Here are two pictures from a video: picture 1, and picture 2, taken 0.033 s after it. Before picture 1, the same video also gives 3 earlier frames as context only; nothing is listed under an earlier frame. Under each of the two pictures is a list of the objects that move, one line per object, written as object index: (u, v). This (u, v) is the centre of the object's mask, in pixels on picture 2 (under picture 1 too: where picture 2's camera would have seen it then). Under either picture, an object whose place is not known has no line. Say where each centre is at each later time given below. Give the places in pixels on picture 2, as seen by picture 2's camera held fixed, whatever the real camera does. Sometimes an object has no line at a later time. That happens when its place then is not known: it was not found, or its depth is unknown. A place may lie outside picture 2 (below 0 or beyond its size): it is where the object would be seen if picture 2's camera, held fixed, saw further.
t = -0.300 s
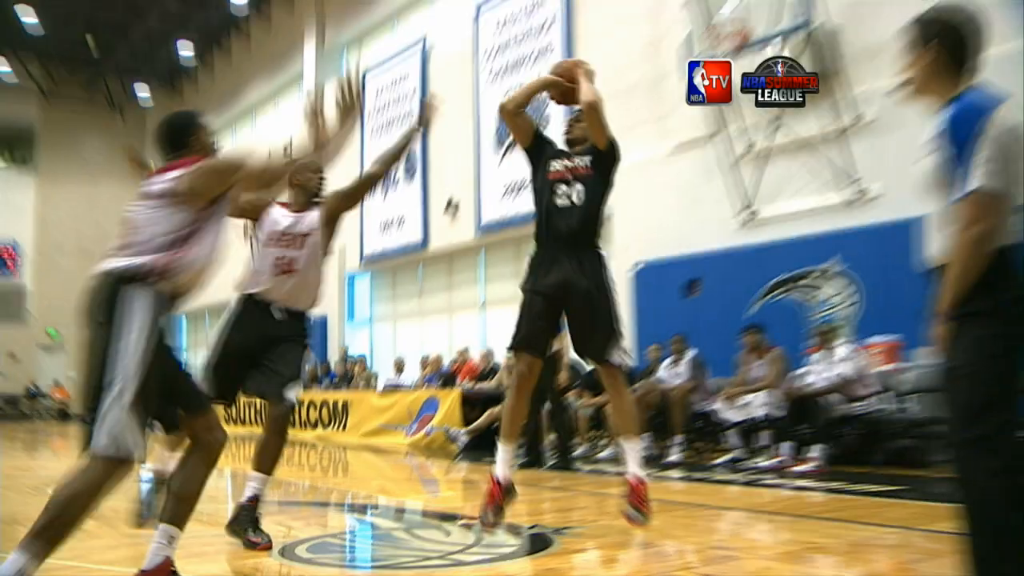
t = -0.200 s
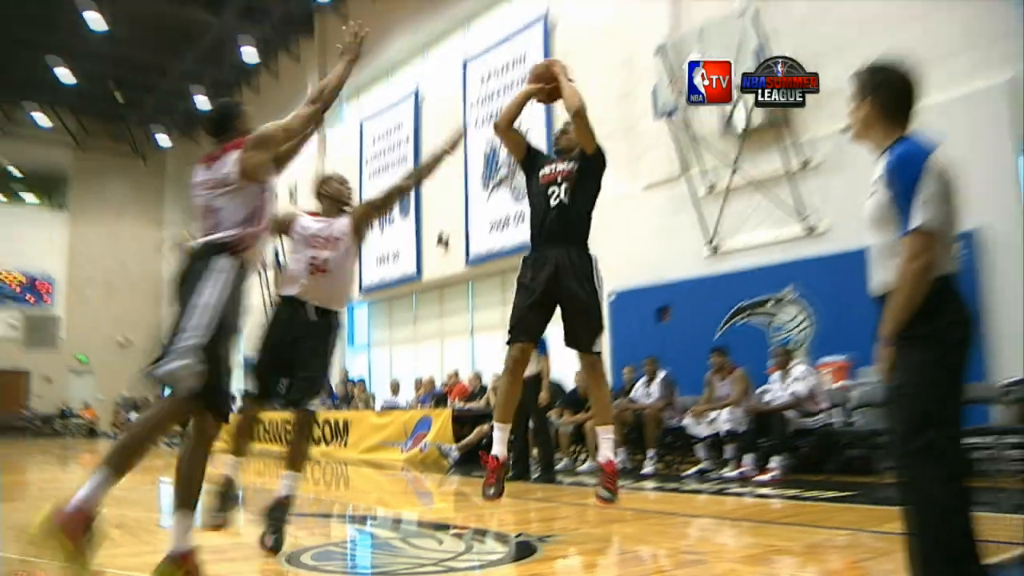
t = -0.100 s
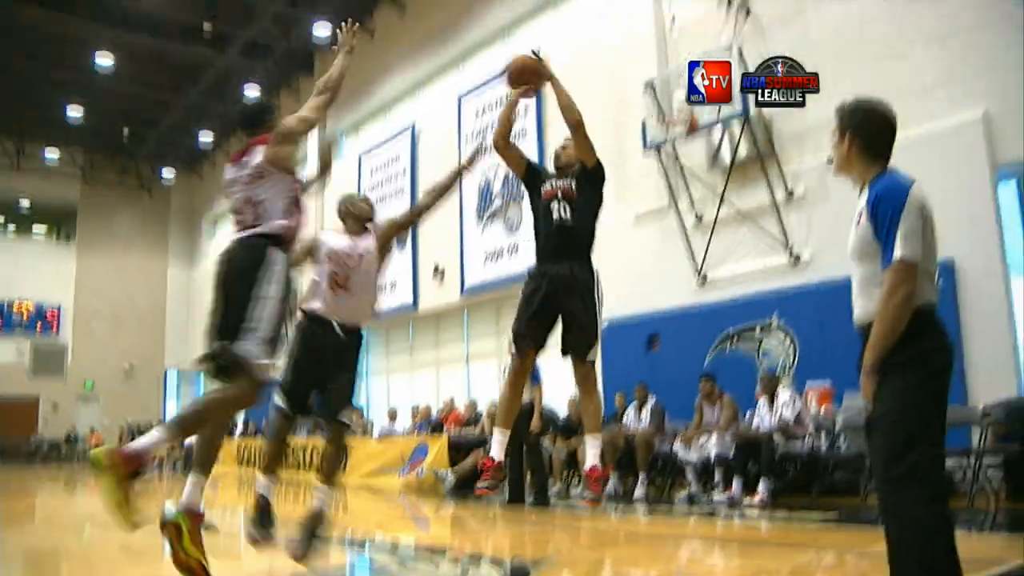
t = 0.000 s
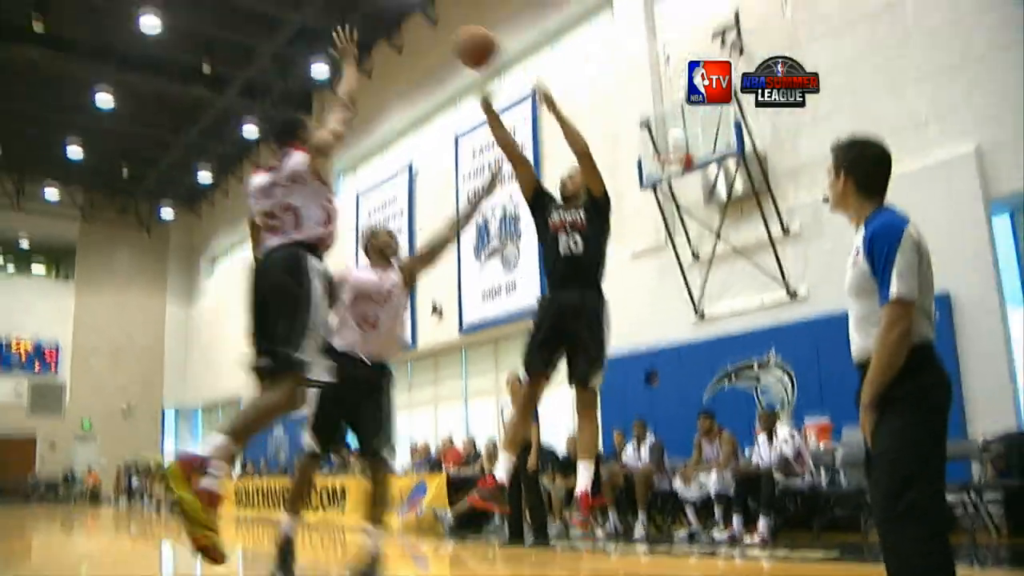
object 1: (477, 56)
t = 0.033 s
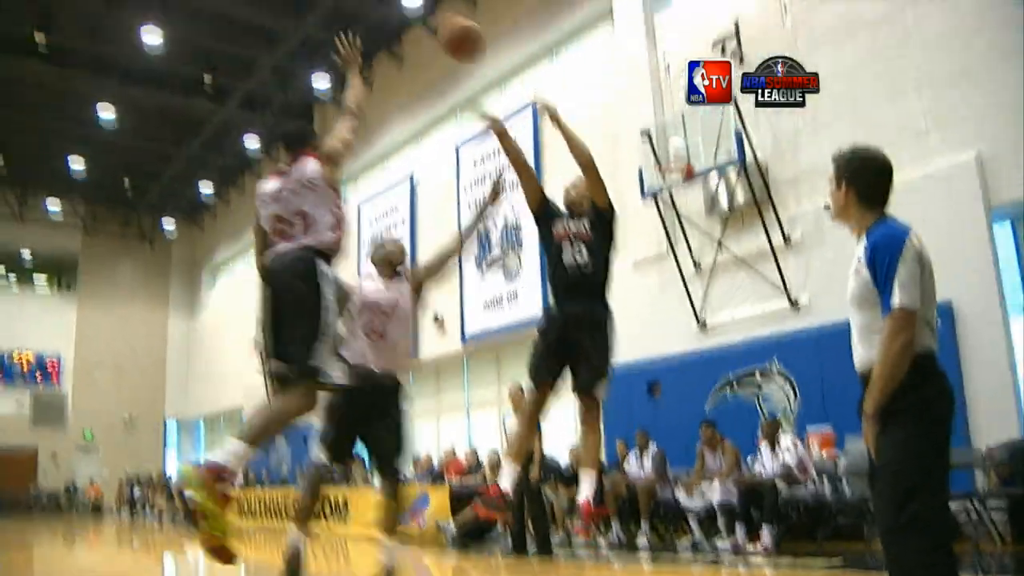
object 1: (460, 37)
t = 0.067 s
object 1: (437, 11)
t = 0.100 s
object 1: (425, -7)
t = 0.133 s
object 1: (394, -34)
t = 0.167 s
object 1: (377, -51)
